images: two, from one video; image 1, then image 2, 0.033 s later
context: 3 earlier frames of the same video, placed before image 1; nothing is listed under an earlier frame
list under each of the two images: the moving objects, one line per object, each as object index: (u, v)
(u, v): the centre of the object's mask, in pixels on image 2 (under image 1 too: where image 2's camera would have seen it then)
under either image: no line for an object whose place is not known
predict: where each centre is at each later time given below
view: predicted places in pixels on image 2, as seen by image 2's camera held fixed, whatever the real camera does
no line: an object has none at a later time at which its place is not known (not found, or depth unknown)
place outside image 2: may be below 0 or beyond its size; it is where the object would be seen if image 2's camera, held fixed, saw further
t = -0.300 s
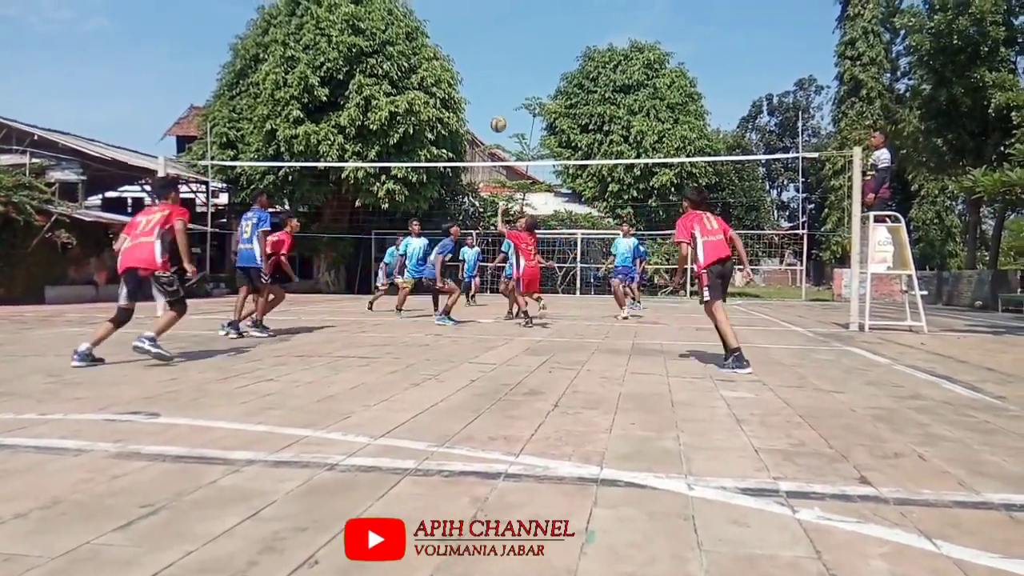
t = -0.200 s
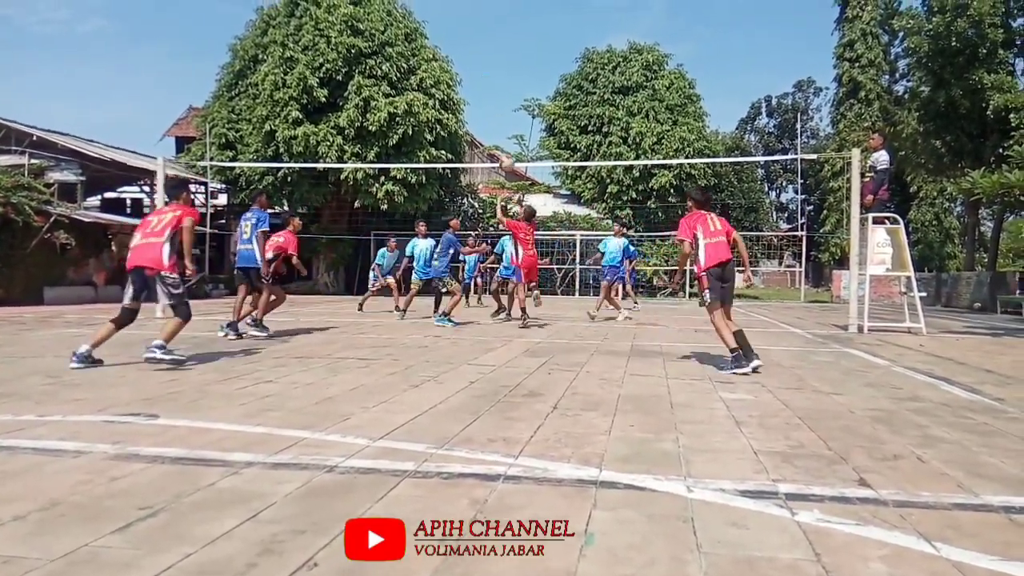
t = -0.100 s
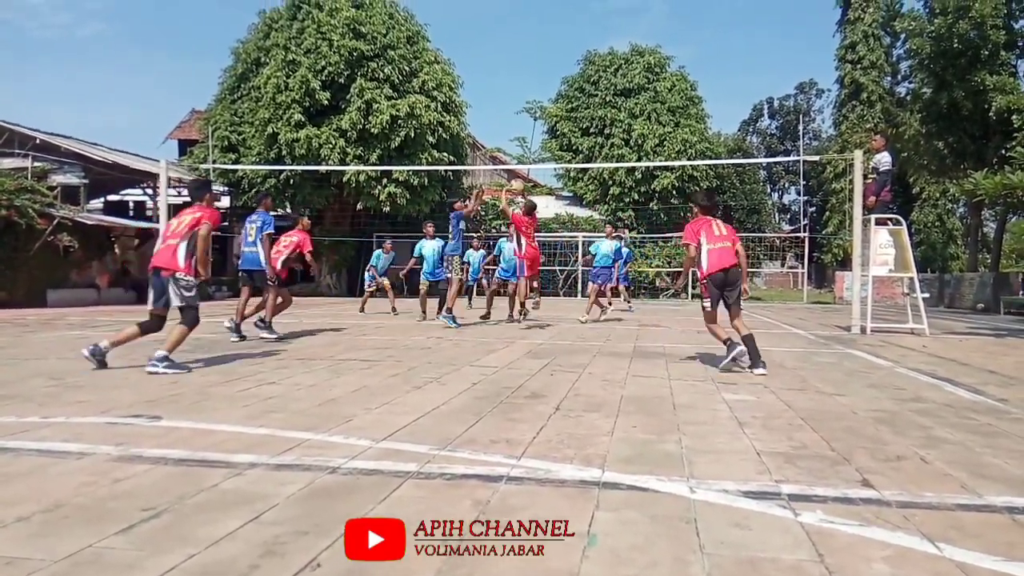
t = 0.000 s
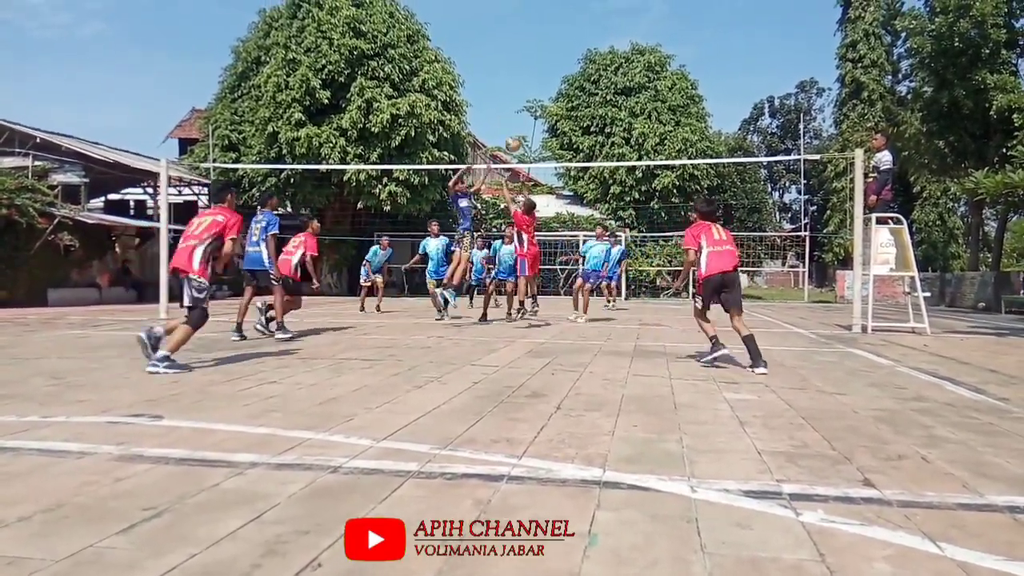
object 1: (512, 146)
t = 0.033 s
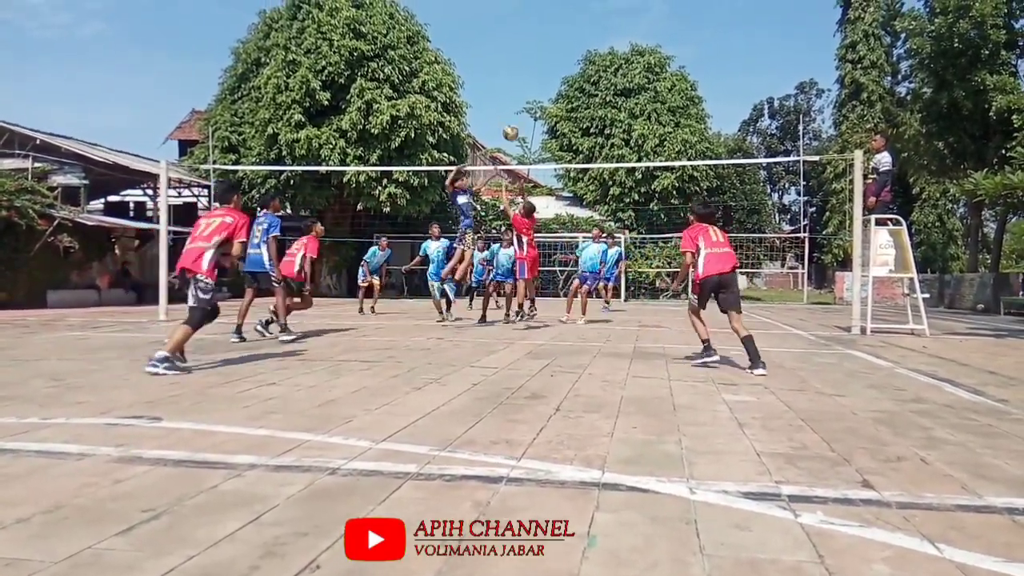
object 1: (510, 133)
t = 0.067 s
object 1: (508, 121)
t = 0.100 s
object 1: (506, 110)
